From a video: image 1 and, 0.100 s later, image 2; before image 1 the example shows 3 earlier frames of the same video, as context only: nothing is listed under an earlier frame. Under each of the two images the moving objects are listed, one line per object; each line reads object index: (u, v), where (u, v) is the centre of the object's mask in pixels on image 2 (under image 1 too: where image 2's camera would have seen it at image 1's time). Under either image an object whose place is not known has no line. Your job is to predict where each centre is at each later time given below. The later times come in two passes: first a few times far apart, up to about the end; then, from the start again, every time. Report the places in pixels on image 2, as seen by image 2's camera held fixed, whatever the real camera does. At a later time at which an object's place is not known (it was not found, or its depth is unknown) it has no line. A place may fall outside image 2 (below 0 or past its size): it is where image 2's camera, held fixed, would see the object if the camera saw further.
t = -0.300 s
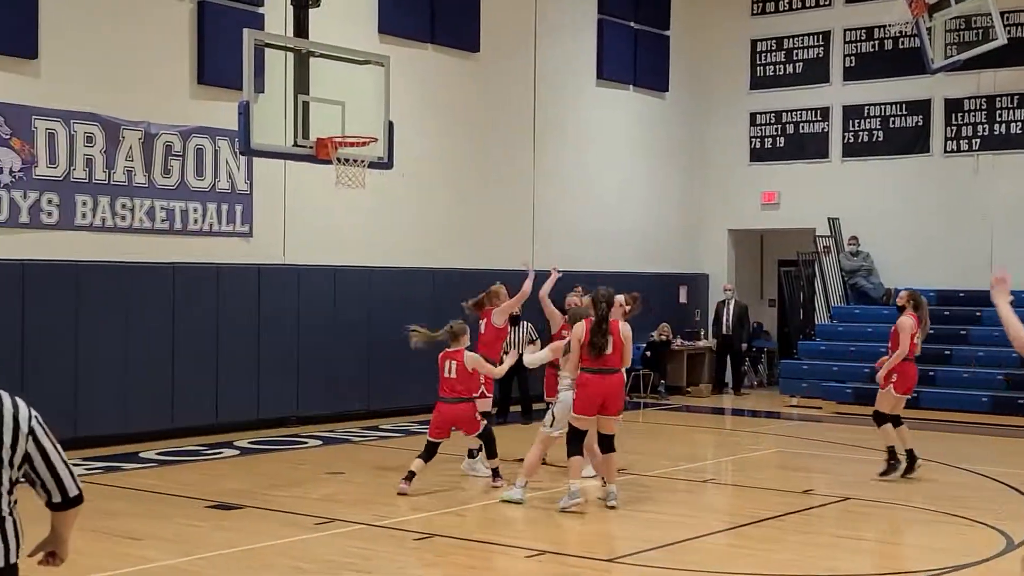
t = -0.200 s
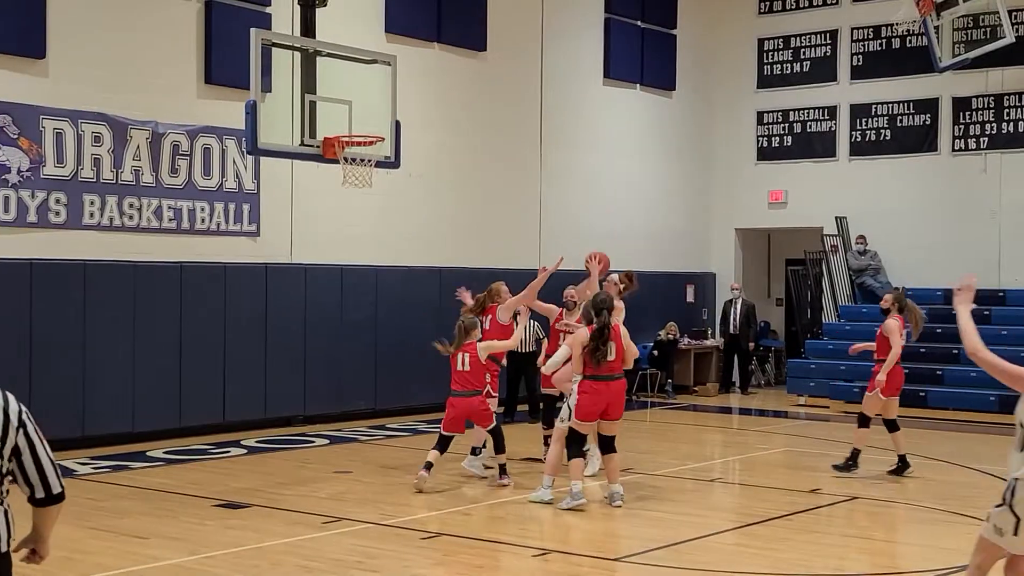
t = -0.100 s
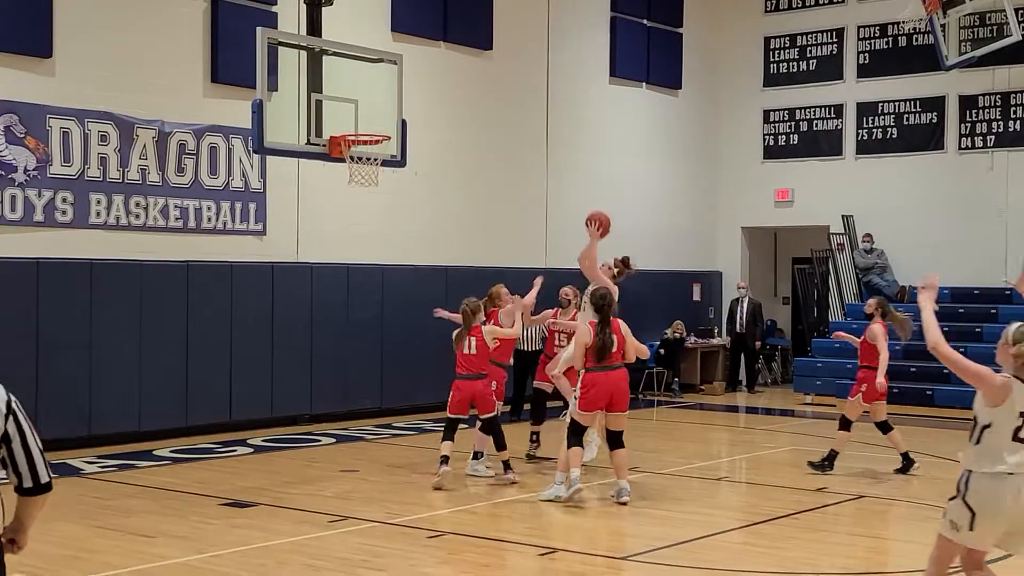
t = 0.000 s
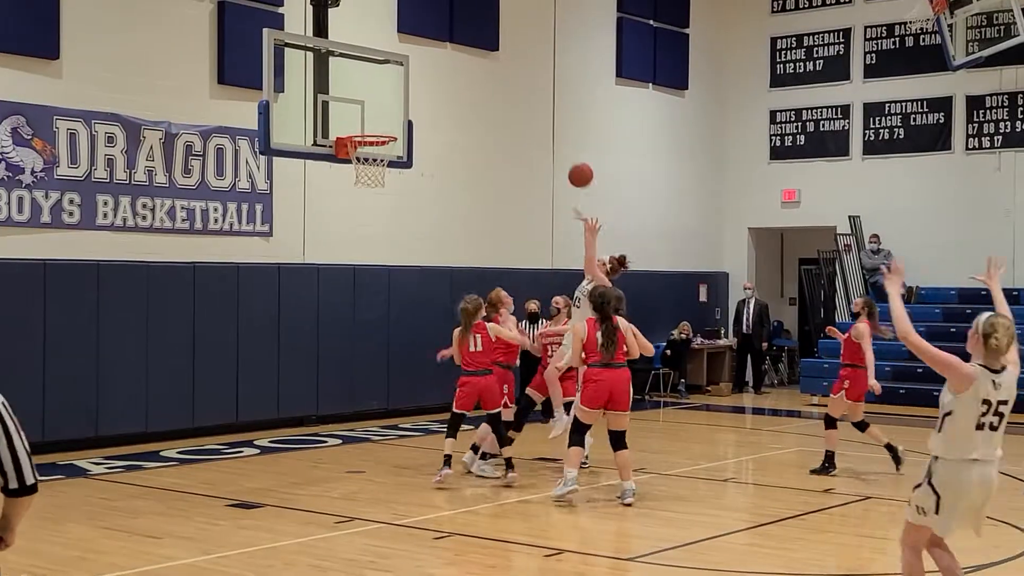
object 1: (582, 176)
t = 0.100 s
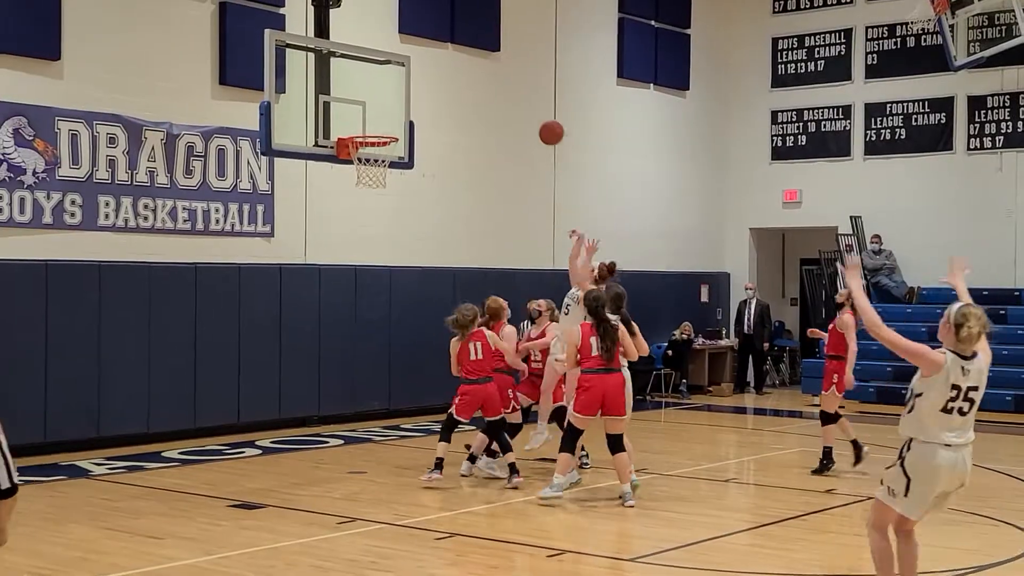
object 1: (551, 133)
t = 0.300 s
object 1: (490, 79)
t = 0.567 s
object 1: (409, 74)
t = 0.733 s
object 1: (359, 108)
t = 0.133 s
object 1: (541, 121)
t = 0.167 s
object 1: (531, 110)
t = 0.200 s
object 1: (521, 101)
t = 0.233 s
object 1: (510, 92)
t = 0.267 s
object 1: (500, 85)
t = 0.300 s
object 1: (490, 79)
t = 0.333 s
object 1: (480, 74)
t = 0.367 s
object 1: (470, 71)
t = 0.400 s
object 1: (459, 68)
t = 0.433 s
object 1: (449, 67)
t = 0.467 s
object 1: (439, 67)
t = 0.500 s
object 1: (429, 68)
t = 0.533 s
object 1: (419, 70)
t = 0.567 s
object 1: (409, 74)
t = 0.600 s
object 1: (399, 79)
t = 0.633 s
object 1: (389, 84)
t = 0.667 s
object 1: (379, 91)
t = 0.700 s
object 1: (369, 99)
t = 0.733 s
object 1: (359, 108)
